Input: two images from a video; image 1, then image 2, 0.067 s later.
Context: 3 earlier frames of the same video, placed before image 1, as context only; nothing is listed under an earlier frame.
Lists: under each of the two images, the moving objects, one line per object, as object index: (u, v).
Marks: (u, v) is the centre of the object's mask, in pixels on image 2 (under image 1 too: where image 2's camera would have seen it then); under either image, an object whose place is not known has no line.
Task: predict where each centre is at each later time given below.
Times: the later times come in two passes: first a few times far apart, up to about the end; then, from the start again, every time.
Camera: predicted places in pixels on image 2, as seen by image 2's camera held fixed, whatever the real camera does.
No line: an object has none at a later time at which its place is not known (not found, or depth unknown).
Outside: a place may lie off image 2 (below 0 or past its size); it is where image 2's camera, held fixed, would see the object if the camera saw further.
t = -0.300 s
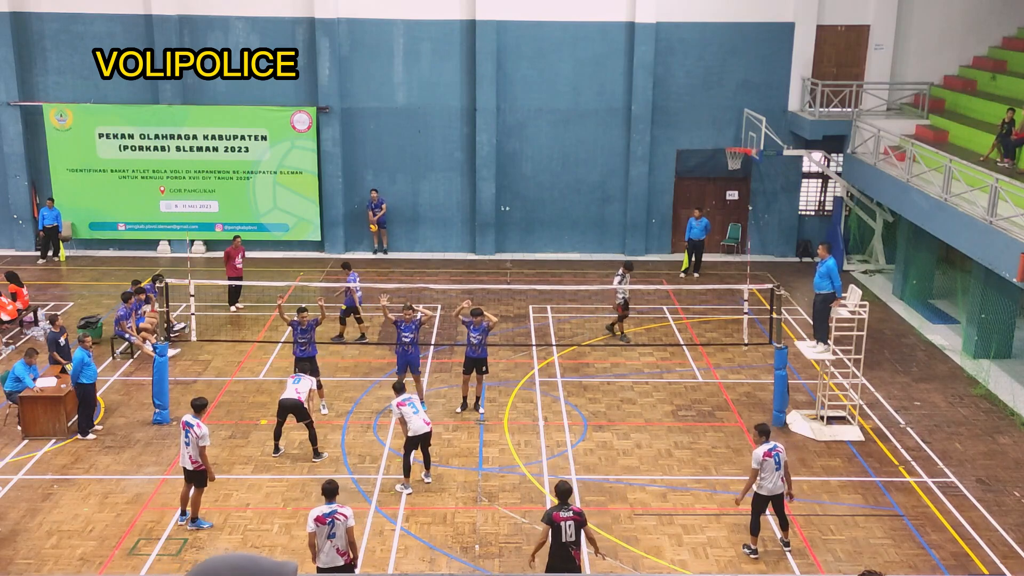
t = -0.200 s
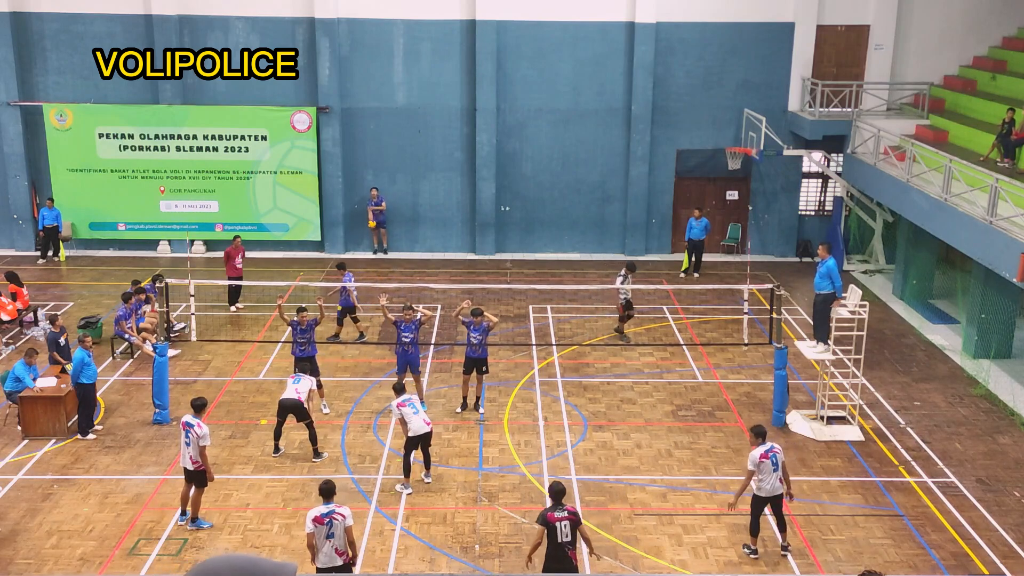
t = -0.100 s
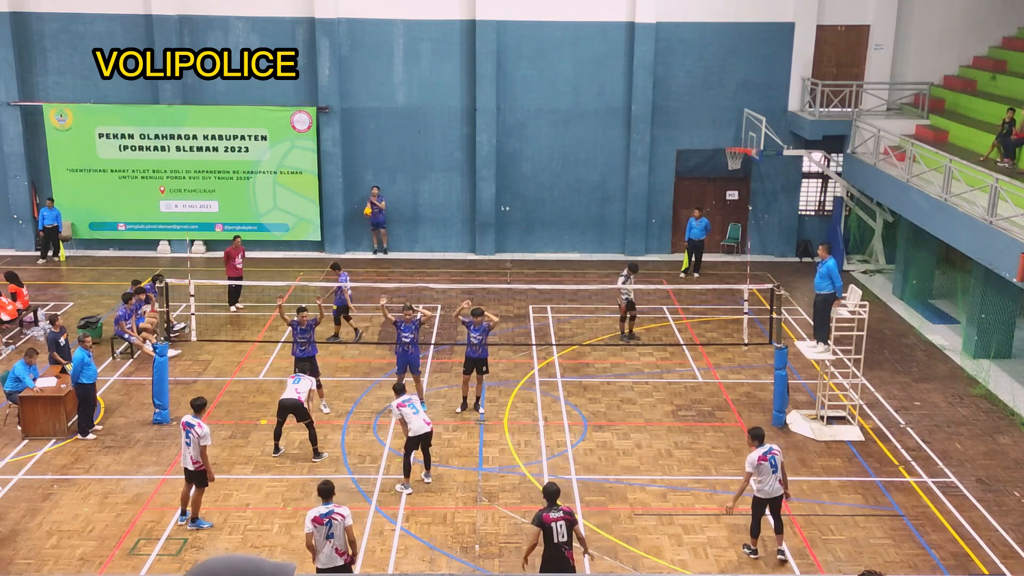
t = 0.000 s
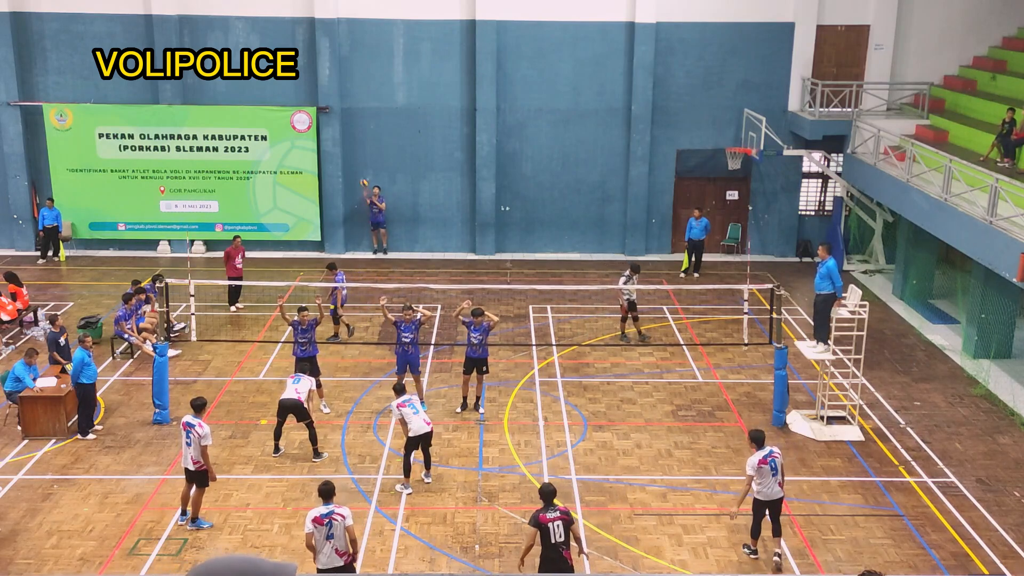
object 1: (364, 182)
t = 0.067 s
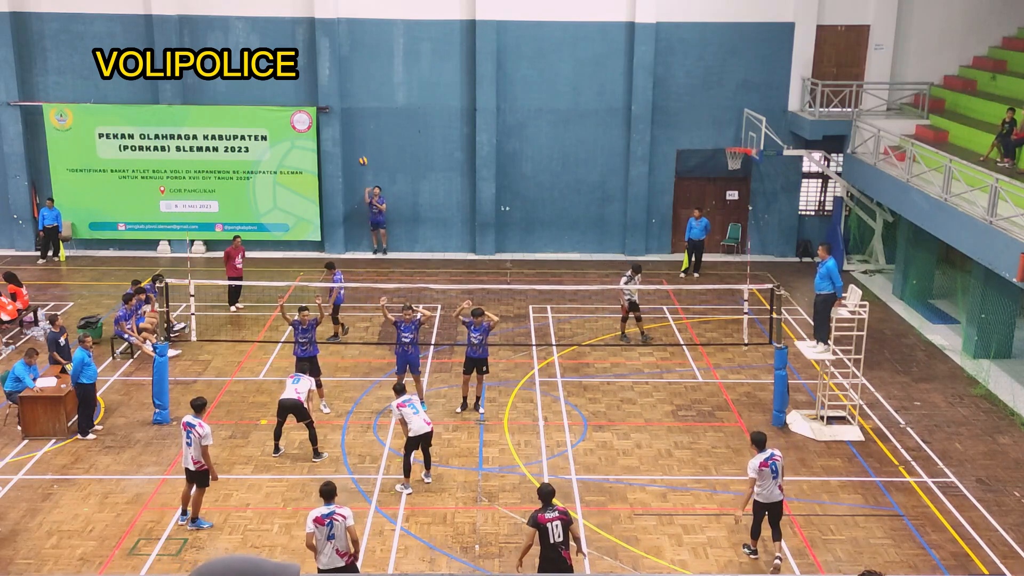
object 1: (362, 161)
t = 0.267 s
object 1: (359, 108)
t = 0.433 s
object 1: (357, 76)
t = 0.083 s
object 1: (363, 155)
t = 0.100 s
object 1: (363, 151)
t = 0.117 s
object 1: (362, 146)
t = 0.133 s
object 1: (362, 141)
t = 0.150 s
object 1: (361, 137)
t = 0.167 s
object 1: (361, 133)
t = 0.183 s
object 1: (361, 128)
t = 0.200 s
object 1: (361, 124)
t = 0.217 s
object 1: (361, 119)
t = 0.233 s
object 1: (360, 115)
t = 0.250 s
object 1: (360, 112)
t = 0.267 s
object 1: (359, 108)
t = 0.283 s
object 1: (359, 104)
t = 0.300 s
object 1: (359, 101)
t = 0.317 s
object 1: (359, 97)
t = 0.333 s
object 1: (358, 94)
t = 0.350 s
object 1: (358, 91)
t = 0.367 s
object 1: (358, 88)
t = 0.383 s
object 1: (358, 84)
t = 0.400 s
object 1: (358, 81)
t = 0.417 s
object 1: (357, 78)
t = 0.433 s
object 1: (357, 76)
